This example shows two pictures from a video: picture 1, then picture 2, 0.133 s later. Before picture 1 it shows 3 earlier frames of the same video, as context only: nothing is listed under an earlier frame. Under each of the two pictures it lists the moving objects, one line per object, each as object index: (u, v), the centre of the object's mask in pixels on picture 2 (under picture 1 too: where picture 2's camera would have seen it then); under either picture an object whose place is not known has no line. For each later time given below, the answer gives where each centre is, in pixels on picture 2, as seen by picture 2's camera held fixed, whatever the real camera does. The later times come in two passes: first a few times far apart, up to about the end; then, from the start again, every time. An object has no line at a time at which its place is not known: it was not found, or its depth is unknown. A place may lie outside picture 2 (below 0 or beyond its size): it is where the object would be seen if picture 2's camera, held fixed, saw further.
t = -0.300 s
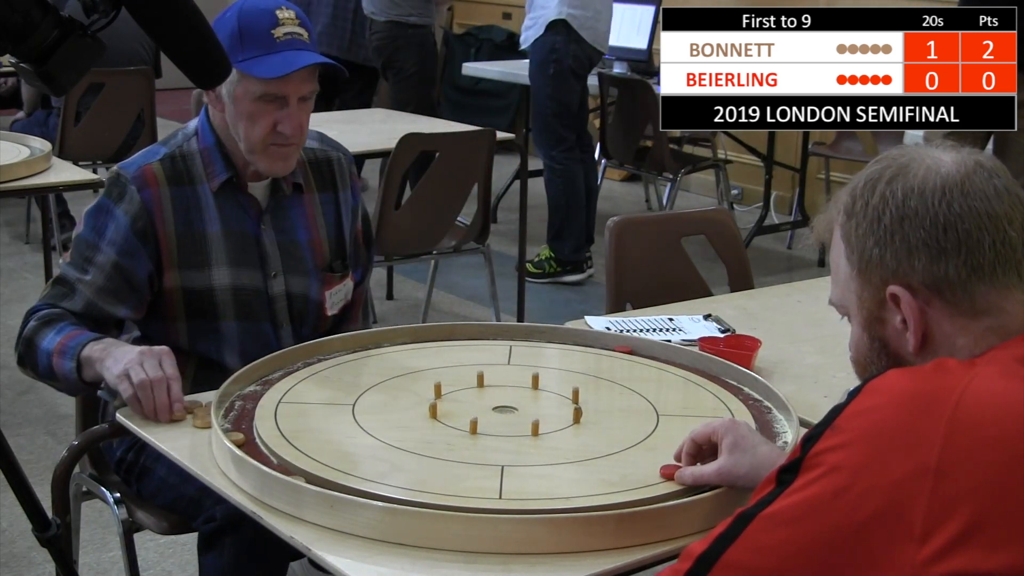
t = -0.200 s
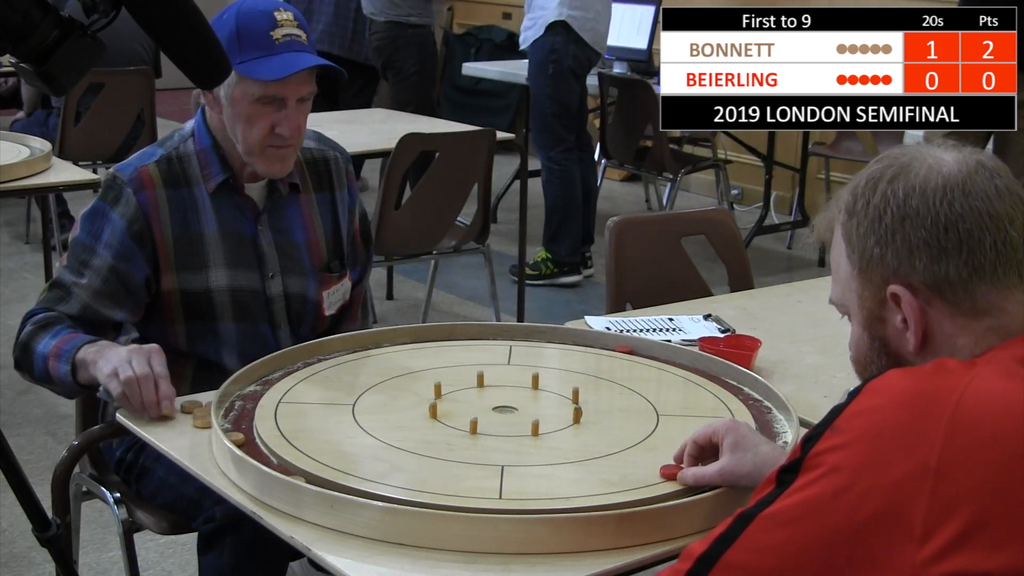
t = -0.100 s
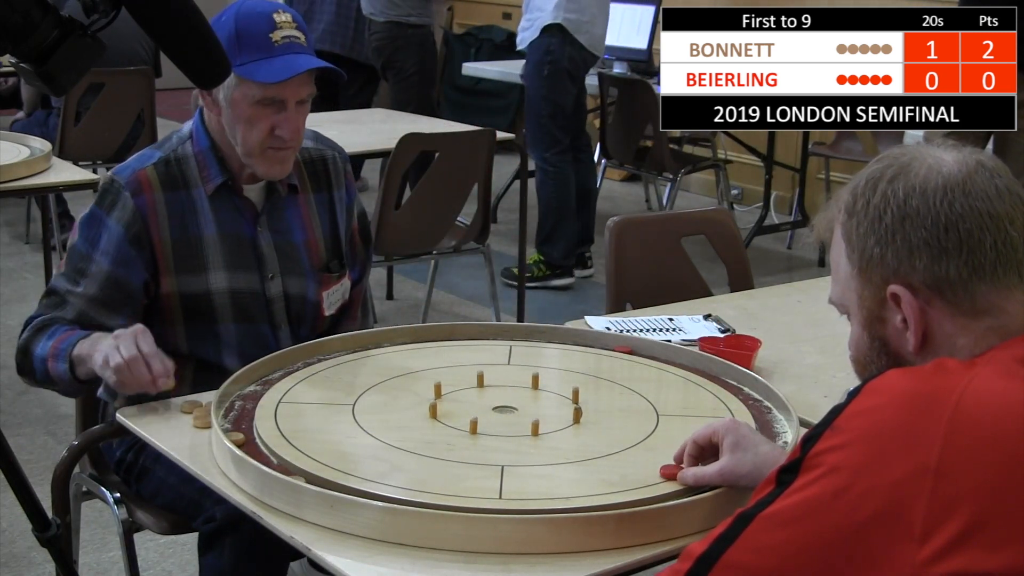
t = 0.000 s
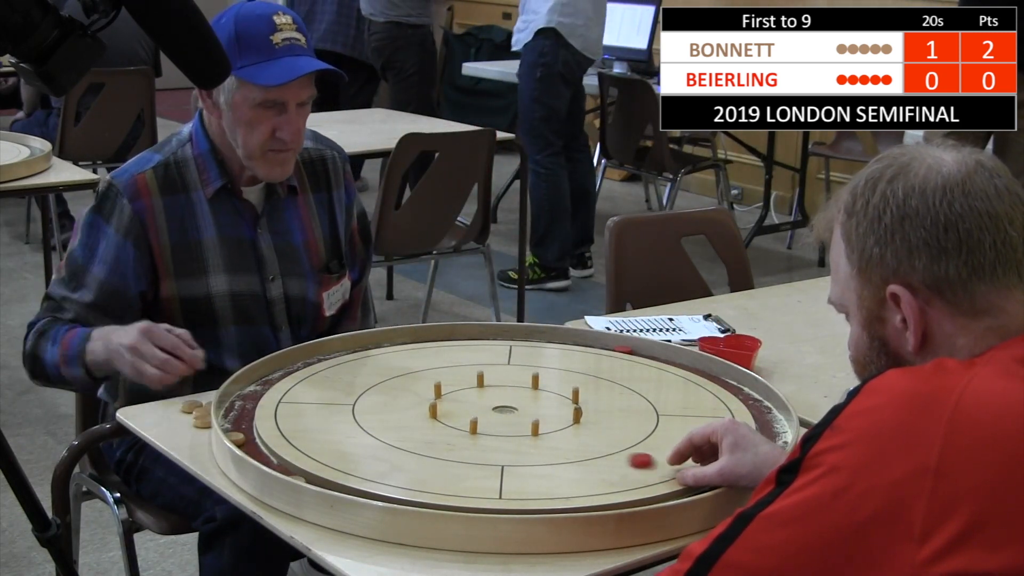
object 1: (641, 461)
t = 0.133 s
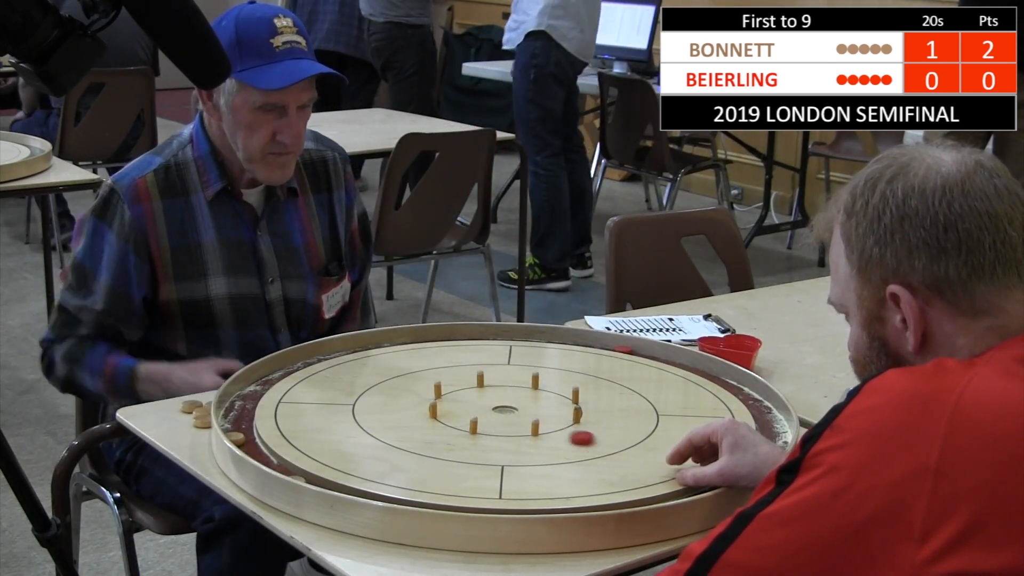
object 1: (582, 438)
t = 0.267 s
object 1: (546, 423)
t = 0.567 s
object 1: (513, 413)
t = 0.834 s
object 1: (513, 413)
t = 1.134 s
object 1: (513, 413)
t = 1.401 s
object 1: (513, 413)
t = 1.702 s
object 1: (513, 413)
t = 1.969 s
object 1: (513, 413)
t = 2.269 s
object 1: (513, 413)
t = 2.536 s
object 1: (513, 413)
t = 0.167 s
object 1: (570, 434)
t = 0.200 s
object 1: (560, 430)
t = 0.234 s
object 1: (551, 426)
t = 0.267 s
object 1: (546, 423)
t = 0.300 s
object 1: (537, 419)
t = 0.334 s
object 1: (529, 418)
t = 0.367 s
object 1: (524, 417)
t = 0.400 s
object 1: (521, 416)
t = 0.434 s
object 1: (517, 414)
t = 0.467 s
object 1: (515, 414)
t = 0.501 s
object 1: (514, 413)
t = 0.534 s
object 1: (514, 413)
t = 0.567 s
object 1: (513, 413)
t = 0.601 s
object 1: (513, 413)
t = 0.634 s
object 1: (513, 413)
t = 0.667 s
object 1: (513, 413)
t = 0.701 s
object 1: (513, 413)
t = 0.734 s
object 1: (513, 413)
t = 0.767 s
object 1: (513, 413)
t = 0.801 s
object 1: (513, 413)
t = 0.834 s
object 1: (513, 413)
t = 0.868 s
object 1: (513, 413)
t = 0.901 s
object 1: (513, 413)
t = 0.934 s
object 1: (513, 413)
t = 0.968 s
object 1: (513, 413)
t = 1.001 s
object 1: (513, 413)
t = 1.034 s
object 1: (513, 413)
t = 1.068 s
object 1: (513, 413)
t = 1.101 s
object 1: (513, 413)
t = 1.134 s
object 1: (513, 413)
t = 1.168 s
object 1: (513, 413)
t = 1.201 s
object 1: (513, 413)
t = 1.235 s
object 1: (513, 413)
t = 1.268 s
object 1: (513, 413)
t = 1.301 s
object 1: (513, 413)
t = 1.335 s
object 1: (513, 413)
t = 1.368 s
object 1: (513, 413)
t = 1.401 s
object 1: (513, 413)
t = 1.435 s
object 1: (513, 413)
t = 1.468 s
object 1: (513, 413)
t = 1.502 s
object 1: (513, 413)
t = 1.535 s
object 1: (513, 413)
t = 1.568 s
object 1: (513, 413)
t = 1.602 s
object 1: (513, 413)
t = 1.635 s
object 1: (513, 413)
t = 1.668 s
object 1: (513, 413)
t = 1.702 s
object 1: (513, 413)
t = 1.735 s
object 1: (513, 413)
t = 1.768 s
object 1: (513, 413)
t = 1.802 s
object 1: (513, 413)
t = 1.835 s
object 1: (513, 413)
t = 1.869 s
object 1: (513, 413)
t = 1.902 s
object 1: (513, 413)
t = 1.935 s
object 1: (513, 413)
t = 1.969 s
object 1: (513, 413)
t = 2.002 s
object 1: (513, 413)
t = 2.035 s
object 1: (513, 413)
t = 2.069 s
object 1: (513, 413)
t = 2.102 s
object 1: (513, 413)
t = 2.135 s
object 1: (513, 413)
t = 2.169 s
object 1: (513, 413)
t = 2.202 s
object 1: (513, 413)
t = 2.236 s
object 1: (513, 413)
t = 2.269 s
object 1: (513, 413)
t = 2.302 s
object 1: (513, 413)
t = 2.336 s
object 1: (513, 413)
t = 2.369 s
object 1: (513, 413)
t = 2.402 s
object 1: (513, 413)
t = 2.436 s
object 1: (513, 413)
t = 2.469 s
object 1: (513, 413)
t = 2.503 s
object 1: (513, 413)
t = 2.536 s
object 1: (513, 413)
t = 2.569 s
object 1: (513, 413)
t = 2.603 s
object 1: (513, 413)
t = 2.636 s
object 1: (513, 413)
